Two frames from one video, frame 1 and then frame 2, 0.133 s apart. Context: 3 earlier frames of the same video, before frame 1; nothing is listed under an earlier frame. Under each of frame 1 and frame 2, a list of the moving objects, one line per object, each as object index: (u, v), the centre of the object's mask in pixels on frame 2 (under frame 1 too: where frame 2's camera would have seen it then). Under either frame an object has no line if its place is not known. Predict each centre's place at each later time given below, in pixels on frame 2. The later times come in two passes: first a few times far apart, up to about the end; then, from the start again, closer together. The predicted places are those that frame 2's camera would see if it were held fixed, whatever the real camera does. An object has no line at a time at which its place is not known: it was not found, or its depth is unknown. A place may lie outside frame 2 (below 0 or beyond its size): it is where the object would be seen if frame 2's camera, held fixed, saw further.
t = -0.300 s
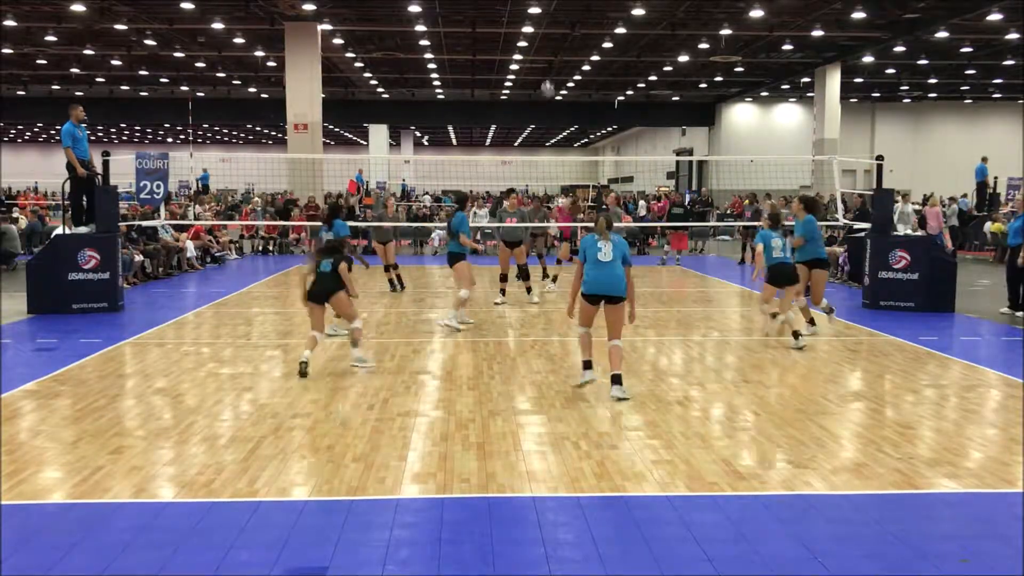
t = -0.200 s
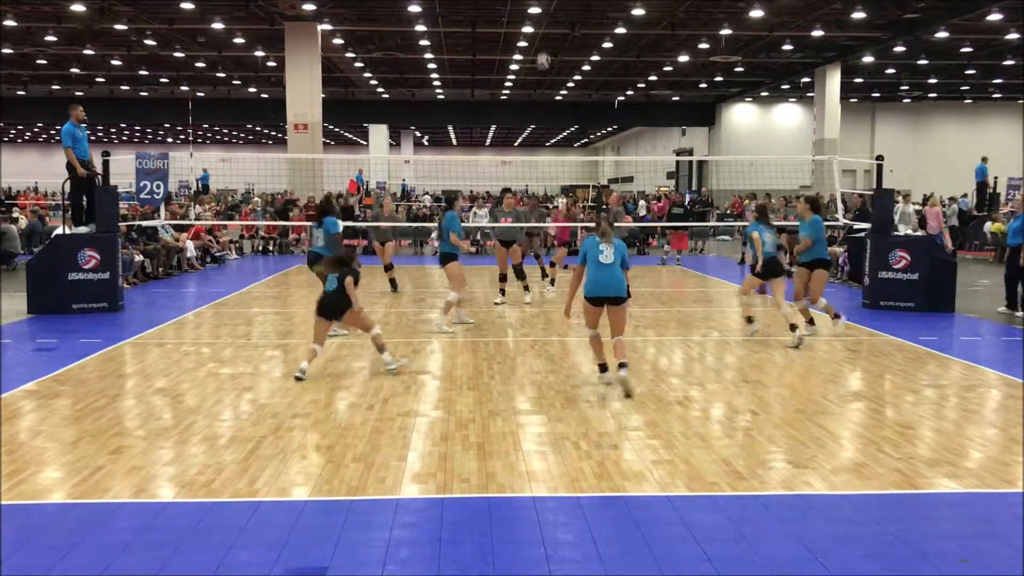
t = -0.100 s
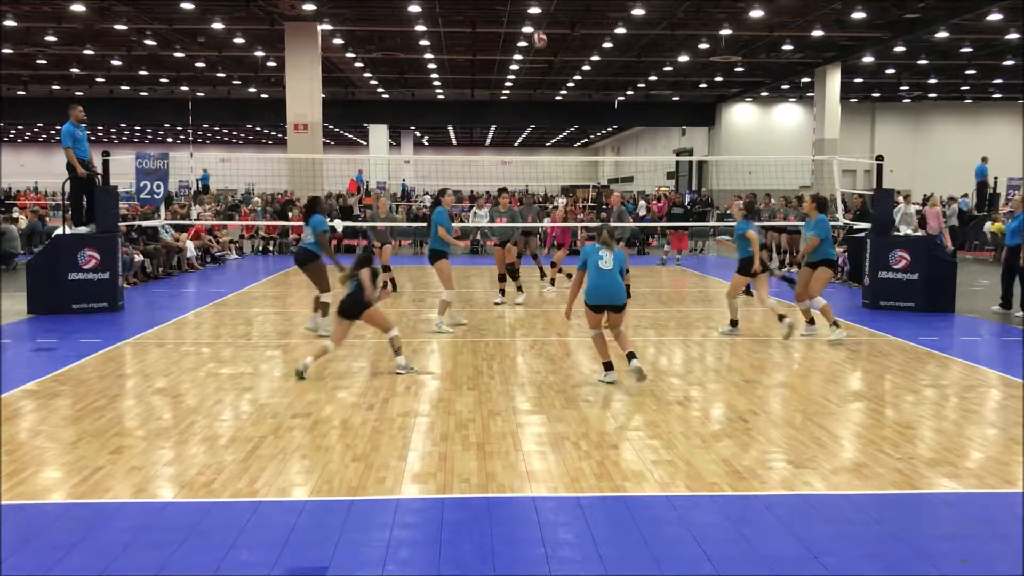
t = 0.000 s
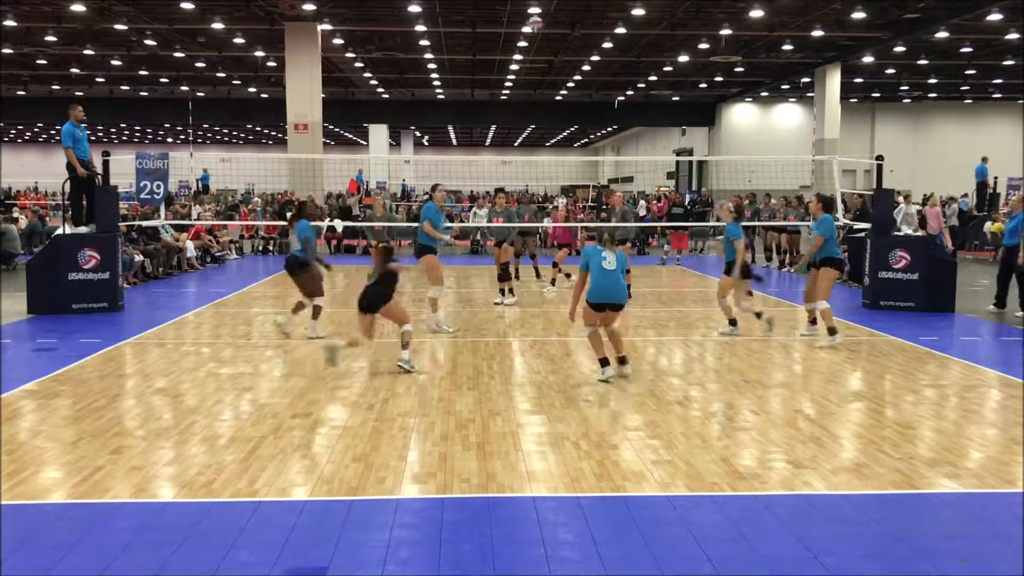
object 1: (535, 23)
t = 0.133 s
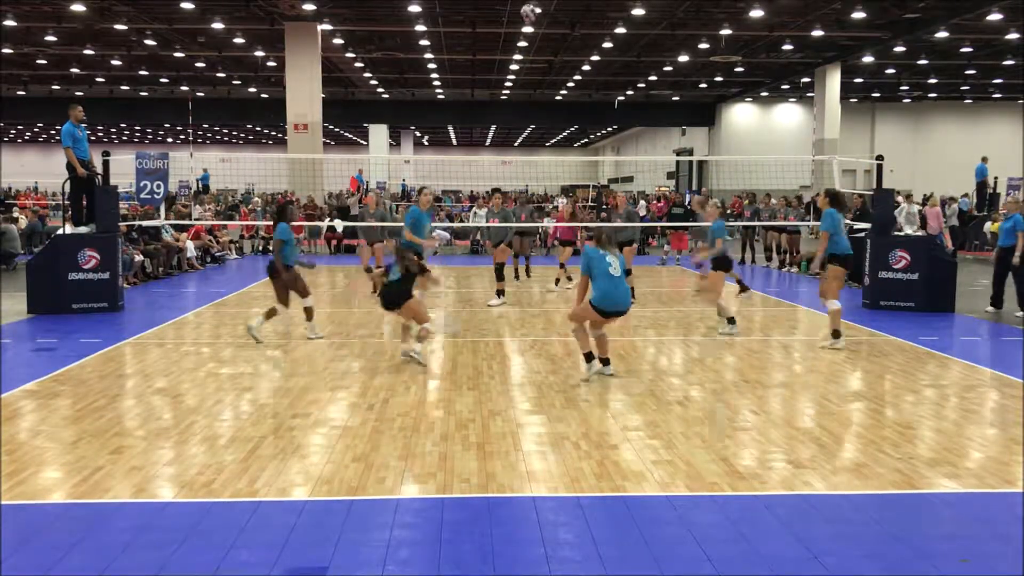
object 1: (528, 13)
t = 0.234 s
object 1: (523, 13)
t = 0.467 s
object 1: (509, 49)
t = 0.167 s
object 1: (527, 12)
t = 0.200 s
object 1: (526, 13)
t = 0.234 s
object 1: (523, 13)
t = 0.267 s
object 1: (522, 16)
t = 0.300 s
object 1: (521, 18)
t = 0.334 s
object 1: (518, 22)
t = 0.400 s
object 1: (514, 34)
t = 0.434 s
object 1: (512, 41)
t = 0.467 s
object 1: (509, 49)
